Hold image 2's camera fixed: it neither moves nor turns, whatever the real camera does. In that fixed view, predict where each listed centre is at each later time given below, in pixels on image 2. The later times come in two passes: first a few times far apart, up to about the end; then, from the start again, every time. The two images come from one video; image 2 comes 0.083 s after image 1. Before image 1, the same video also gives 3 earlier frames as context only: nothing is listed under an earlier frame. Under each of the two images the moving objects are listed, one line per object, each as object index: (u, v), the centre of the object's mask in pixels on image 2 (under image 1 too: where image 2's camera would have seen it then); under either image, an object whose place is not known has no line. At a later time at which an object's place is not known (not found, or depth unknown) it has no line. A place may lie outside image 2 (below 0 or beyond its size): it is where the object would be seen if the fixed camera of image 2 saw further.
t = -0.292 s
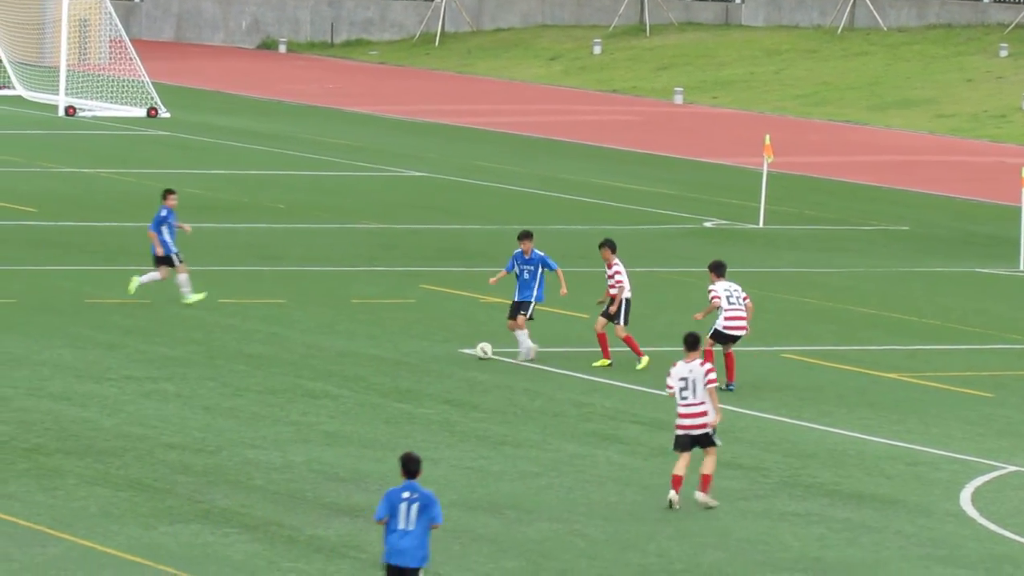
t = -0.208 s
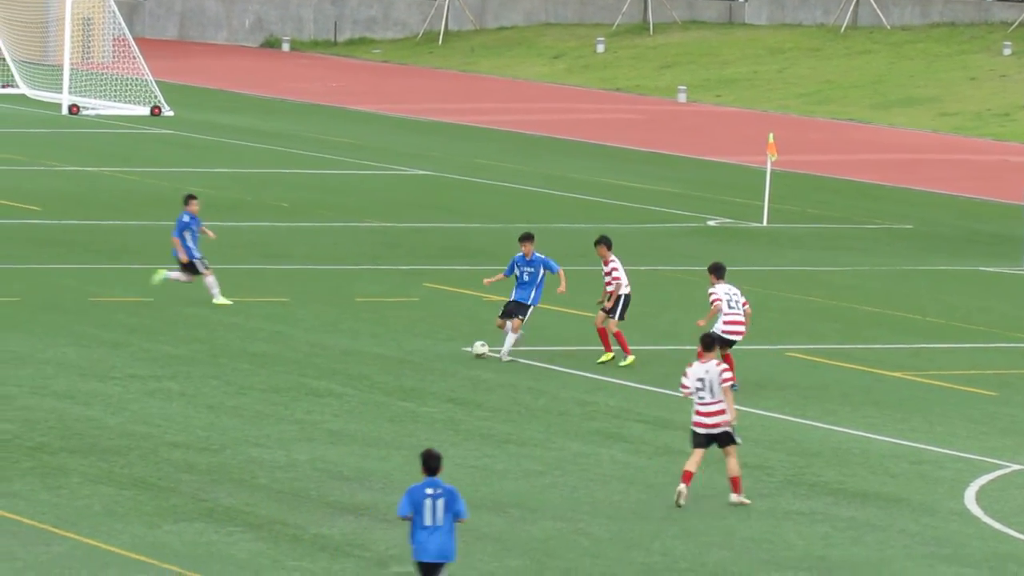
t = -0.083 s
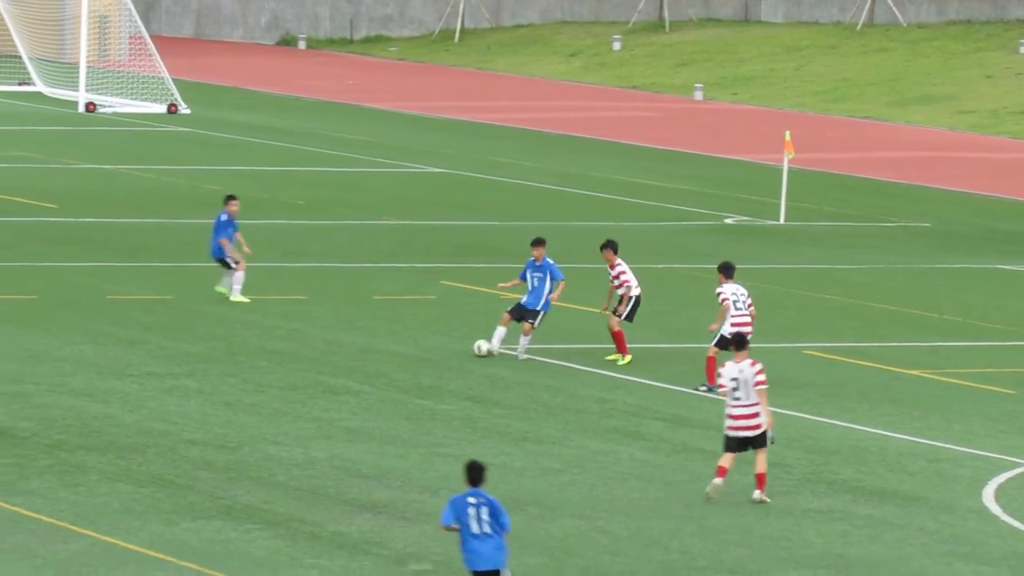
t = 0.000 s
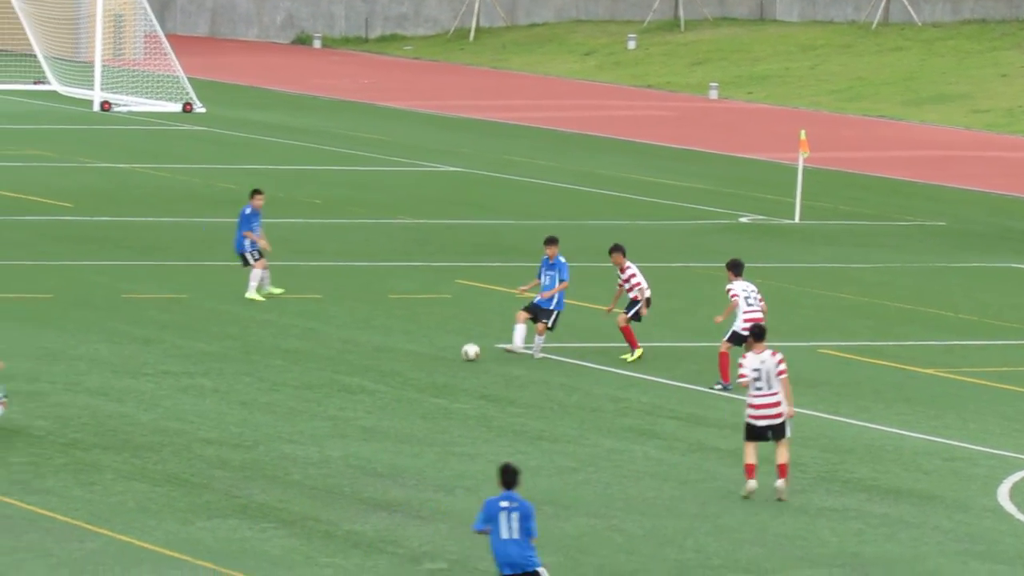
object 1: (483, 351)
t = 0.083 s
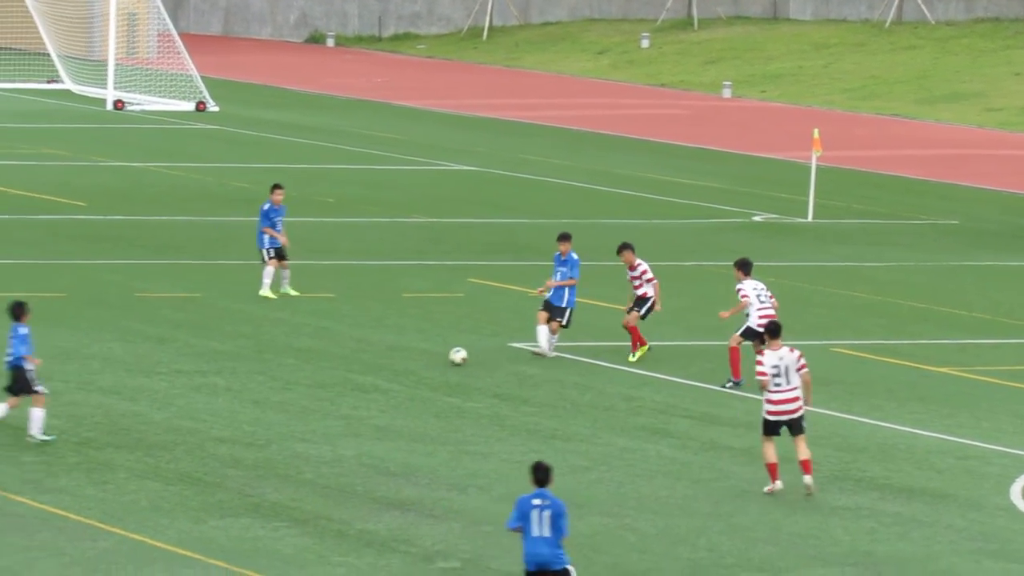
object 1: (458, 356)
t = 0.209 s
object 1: (422, 363)
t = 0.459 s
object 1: (357, 379)
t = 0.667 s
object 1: (314, 388)
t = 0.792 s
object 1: (289, 393)
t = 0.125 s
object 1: (445, 358)
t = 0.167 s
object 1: (433, 362)
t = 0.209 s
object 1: (422, 363)
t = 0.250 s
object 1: (410, 366)
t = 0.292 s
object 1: (399, 370)
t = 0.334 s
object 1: (388, 371)
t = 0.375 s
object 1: (377, 374)
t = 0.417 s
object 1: (367, 377)
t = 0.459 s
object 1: (357, 379)
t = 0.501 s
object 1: (348, 380)
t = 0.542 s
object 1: (338, 384)
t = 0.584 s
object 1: (330, 385)
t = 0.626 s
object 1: (322, 386)
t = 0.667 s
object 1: (314, 388)
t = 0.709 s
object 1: (305, 392)
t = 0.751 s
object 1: (297, 391)
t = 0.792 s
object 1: (289, 393)
